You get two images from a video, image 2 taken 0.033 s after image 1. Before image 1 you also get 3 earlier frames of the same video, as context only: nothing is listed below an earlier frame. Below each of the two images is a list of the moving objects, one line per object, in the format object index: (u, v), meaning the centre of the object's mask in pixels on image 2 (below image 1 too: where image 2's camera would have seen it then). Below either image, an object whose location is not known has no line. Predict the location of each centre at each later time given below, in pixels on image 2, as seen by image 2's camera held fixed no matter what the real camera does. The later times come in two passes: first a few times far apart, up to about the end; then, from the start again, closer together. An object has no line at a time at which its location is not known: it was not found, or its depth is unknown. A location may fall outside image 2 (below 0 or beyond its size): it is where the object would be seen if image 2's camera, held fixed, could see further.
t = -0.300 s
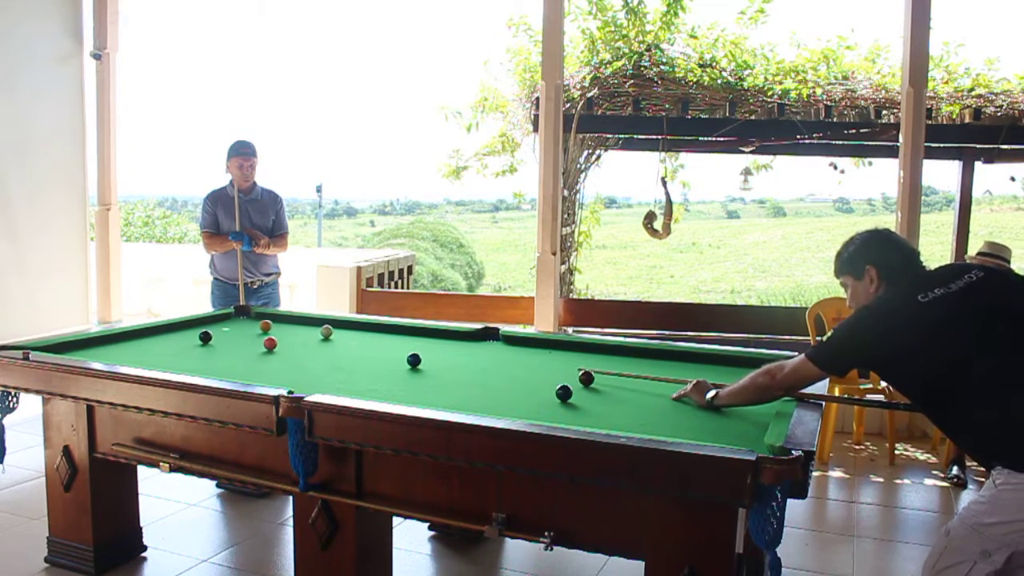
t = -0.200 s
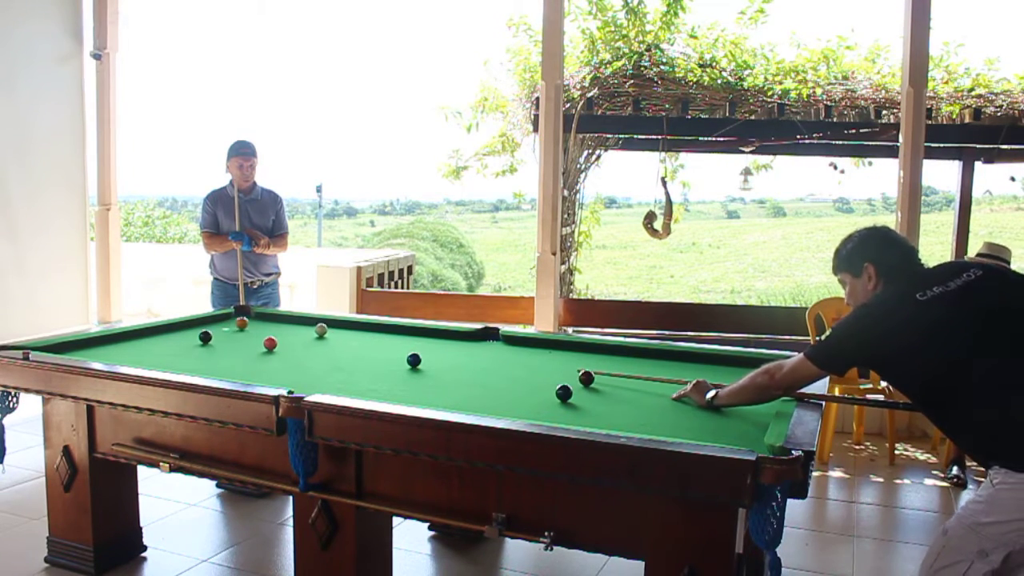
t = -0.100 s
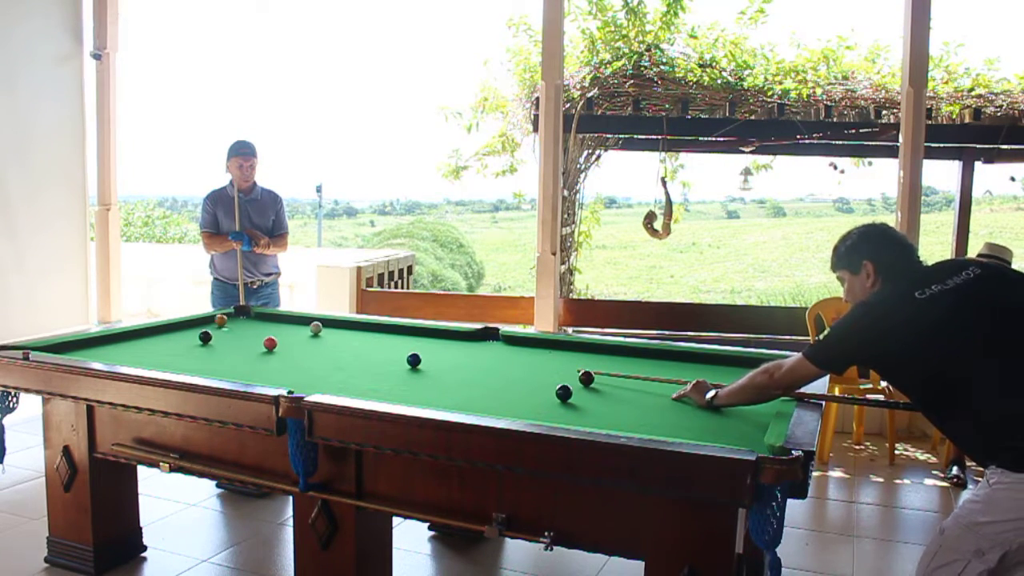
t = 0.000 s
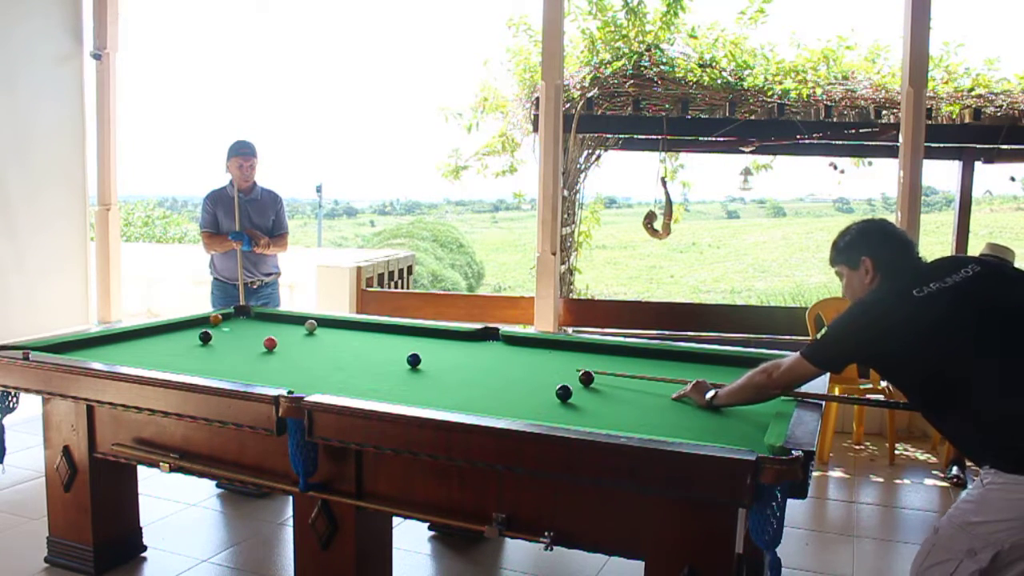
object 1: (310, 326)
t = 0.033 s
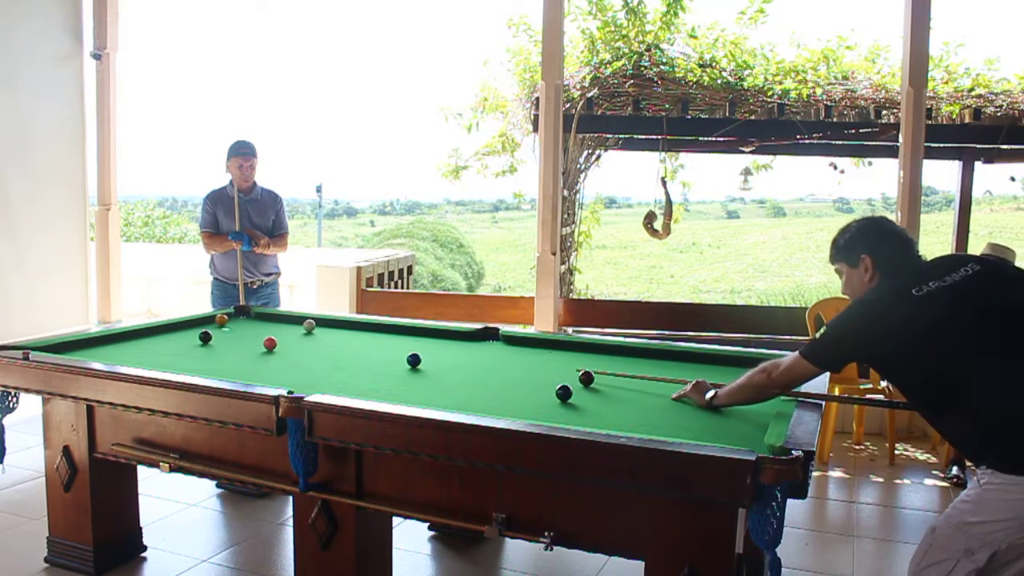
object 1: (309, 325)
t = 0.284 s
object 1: (298, 322)
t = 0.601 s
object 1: (286, 318)
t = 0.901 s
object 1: (271, 316)
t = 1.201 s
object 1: (256, 316)
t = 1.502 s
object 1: (244, 316)
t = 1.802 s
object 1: (234, 316)
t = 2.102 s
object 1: (227, 315)
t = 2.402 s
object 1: (227, 315)
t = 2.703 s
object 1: (228, 315)
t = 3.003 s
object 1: (228, 316)
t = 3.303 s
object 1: (228, 316)
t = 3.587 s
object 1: (229, 315)
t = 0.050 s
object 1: (308, 325)
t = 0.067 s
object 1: (307, 325)
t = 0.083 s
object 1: (307, 325)
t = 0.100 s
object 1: (306, 325)
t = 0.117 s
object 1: (305, 325)
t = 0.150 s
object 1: (304, 324)
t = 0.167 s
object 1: (303, 324)
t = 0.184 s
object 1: (302, 324)
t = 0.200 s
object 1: (301, 323)
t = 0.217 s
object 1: (301, 323)
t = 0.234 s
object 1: (300, 323)
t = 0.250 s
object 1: (299, 322)
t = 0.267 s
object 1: (299, 322)
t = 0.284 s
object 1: (298, 322)
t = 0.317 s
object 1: (296, 322)
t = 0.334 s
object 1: (295, 321)
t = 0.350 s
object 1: (295, 321)
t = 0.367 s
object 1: (294, 321)
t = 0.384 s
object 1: (294, 321)
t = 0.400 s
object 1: (293, 321)
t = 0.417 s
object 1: (292, 320)
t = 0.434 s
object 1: (293, 319)
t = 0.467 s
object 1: (291, 317)
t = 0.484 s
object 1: (289, 317)
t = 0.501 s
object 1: (289, 318)
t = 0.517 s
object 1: (288, 319)
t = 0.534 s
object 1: (288, 318)
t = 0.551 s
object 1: (287, 318)
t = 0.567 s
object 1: (287, 318)
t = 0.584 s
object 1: (286, 318)
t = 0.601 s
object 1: (286, 318)
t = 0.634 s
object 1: (285, 318)
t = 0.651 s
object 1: (284, 317)
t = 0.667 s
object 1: (283, 317)
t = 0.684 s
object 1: (283, 317)
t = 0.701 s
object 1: (282, 316)
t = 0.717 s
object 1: (281, 317)
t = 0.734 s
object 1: (281, 316)
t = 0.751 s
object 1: (279, 316)
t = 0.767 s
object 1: (278, 316)
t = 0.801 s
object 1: (276, 316)
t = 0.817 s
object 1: (275, 316)
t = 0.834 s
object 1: (274, 316)
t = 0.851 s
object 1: (274, 316)
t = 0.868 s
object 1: (273, 316)
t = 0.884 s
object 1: (272, 316)
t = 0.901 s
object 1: (271, 316)
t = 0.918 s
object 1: (270, 316)
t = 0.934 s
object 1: (269, 316)
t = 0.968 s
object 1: (267, 316)
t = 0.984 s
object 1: (266, 316)
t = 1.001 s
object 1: (266, 316)
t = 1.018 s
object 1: (265, 316)
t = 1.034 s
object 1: (264, 316)
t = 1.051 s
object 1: (263, 316)
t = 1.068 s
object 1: (262, 316)
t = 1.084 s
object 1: (261, 316)
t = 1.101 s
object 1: (261, 316)
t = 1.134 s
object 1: (259, 316)
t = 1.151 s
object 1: (258, 316)
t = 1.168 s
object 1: (258, 316)
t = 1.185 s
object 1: (257, 316)
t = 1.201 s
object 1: (256, 316)
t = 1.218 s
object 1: (255, 316)
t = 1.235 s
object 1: (255, 316)
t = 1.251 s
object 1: (254, 316)
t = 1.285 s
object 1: (252, 316)
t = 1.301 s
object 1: (252, 316)
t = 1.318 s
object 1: (251, 316)
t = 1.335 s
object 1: (250, 316)
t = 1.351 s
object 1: (249, 316)
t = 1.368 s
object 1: (249, 316)
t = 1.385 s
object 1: (248, 316)
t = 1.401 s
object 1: (248, 316)
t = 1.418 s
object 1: (247, 316)
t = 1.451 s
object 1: (246, 316)
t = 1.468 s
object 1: (245, 316)
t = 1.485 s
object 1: (244, 316)
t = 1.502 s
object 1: (244, 316)
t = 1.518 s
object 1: (243, 316)
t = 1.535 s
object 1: (242, 316)
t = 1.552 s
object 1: (242, 316)
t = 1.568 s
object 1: (241, 316)
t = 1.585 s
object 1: (241, 316)
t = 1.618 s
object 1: (240, 316)
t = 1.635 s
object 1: (239, 316)
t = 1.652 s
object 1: (238, 316)
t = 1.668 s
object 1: (238, 316)
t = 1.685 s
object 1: (237, 316)
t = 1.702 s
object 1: (236, 316)
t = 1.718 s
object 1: (236, 316)
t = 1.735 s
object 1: (235, 316)
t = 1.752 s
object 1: (235, 316)
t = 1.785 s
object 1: (234, 316)
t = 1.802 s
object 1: (234, 316)
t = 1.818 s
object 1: (233, 316)
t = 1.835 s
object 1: (233, 316)
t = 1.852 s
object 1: (232, 316)
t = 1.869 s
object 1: (232, 316)
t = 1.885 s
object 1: (231, 316)
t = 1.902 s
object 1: (231, 316)
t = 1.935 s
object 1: (230, 315)
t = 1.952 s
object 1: (230, 315)
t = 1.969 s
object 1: (229, 315)
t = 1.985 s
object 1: (228, 315)
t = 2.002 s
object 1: (229, 315)
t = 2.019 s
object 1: (228, 315)
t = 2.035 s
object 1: (228, 315)
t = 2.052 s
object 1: (227, 315)
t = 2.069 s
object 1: (227, 315)
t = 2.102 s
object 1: (227, 315)
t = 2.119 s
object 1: (227, 315)
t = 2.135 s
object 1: (227, 315)
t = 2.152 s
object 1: (227, 315)
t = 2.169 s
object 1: (226, 316)
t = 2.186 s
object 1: (227, 315)
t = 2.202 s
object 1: (227, 315)
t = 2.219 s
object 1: (227, 315)
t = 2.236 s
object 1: (227, 316)
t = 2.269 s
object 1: (227, 316)
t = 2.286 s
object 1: (227, 316)
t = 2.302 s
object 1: (227, 315)
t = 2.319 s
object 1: (227, 316)
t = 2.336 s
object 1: (227, 316)
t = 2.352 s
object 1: (227, 316)
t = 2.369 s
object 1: (227, 316)
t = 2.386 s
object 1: (227, 315)
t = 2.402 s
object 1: (227, 315)
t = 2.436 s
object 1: (227, 315)
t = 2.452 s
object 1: (227, 316)
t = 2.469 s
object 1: (227, 316)
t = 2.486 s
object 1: (228, 315)
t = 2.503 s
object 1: (227, 315)
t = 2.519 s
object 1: (227, 316)
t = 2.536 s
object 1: (227, 316)
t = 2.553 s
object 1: (227, 316)
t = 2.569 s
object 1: (227, 316)
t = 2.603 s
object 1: (227, 316)
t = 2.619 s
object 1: (227, 316)
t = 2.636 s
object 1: (228, 316)
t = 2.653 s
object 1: (228, 316)
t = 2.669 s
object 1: (228, 315)
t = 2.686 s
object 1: (228, 316)
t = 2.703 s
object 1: (228, 315)
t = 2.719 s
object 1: (228, 316)
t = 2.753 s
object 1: (228, 316)
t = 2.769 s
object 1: (228, 316)
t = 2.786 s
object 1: (228, 315)
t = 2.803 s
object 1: (228, 315)
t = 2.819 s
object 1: (228, 316)
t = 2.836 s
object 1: (228, 316)
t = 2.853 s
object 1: (228, 316)
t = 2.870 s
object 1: (228, 316)
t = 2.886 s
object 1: (228, 316)
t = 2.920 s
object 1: (228, 315)
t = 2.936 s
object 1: (228, 316)
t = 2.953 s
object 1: (228, 316)
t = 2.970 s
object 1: (228, 316)
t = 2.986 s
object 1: (228, 316)
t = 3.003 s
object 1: (228, 316)
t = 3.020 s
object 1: (228, 316)
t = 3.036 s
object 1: (228, 316)
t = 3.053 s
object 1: (228, 315)
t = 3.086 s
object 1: (228, 316)
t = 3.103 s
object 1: (228, 316)
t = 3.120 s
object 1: (228, 316)
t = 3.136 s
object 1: (228, 316)
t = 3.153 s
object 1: (228, 316)
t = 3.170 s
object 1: (228, 316)
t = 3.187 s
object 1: (228, 316)
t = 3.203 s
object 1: (228, 316)
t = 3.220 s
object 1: (228, 316)
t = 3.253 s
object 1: (228, 316)
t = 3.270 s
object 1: (228, 316)
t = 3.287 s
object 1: (228, 316)
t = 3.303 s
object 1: (228, 316)
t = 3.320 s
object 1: (228, 316)
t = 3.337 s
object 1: (228, 316)
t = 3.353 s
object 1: (228, 316)
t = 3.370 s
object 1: (228, 316)
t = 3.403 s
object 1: (228, 316)
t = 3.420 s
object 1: (228, 316)
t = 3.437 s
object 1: (228, 316)
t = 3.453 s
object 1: (228, 316)
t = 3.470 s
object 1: (228, 316)
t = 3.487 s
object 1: (228, 316)
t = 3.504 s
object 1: (228, 316)
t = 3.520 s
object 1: (228, 316)
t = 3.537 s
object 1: (228, 316)
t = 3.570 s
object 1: (228, 316)
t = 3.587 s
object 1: (229, 315)
